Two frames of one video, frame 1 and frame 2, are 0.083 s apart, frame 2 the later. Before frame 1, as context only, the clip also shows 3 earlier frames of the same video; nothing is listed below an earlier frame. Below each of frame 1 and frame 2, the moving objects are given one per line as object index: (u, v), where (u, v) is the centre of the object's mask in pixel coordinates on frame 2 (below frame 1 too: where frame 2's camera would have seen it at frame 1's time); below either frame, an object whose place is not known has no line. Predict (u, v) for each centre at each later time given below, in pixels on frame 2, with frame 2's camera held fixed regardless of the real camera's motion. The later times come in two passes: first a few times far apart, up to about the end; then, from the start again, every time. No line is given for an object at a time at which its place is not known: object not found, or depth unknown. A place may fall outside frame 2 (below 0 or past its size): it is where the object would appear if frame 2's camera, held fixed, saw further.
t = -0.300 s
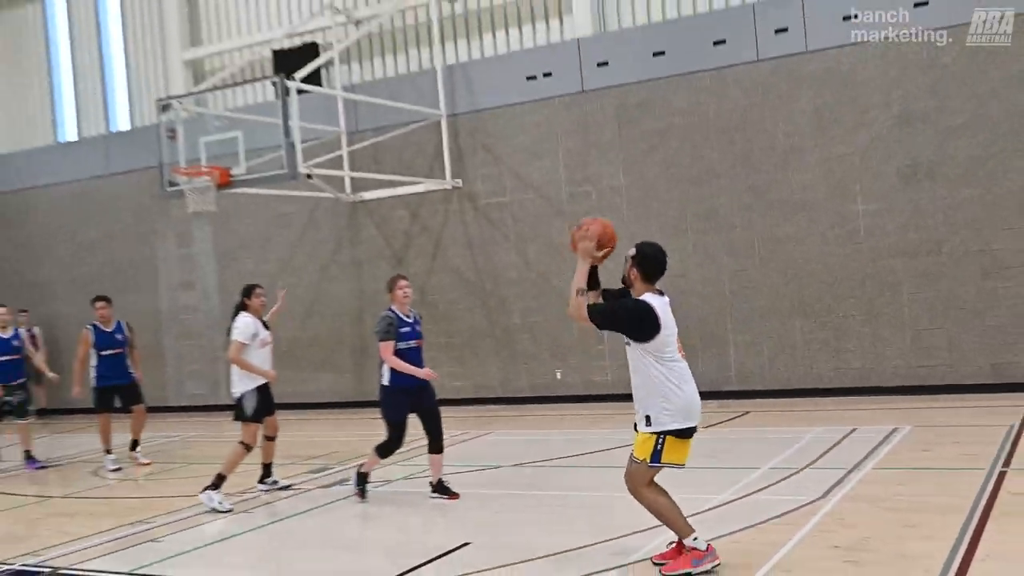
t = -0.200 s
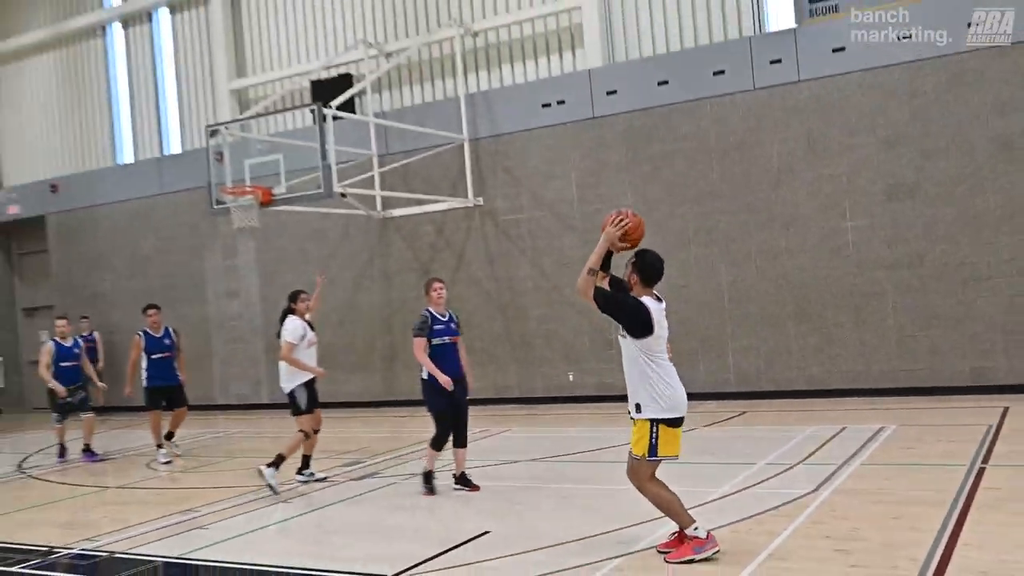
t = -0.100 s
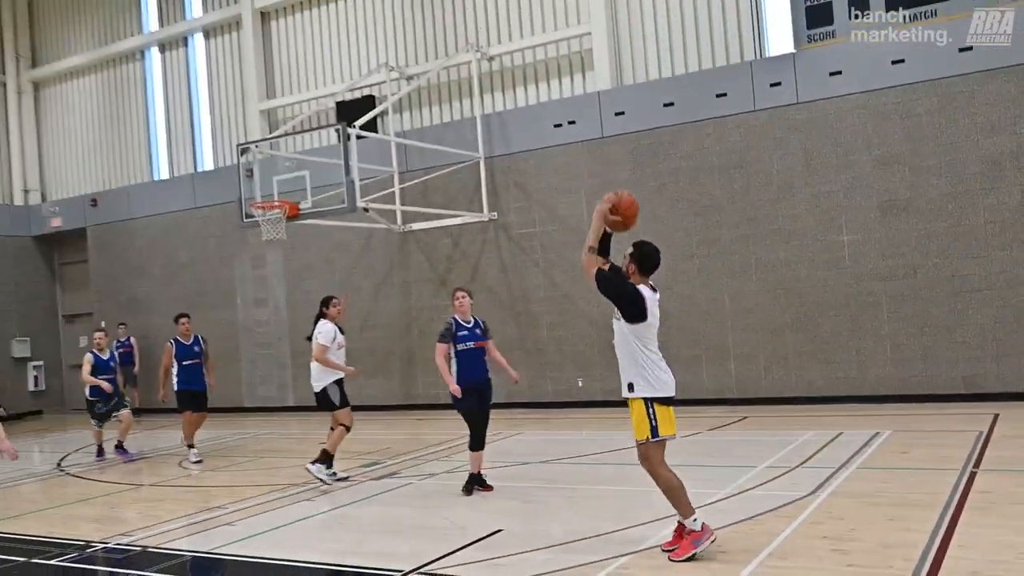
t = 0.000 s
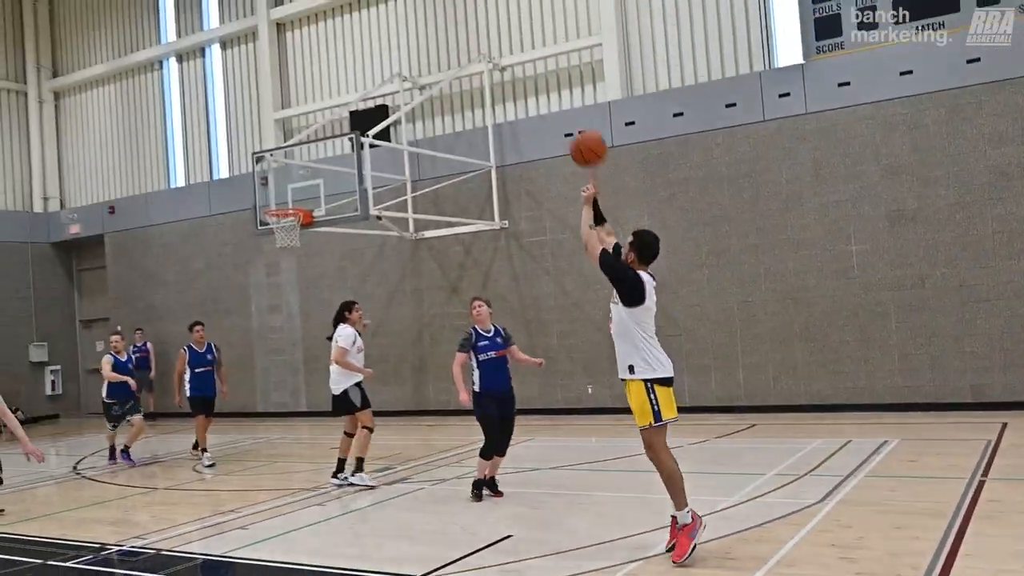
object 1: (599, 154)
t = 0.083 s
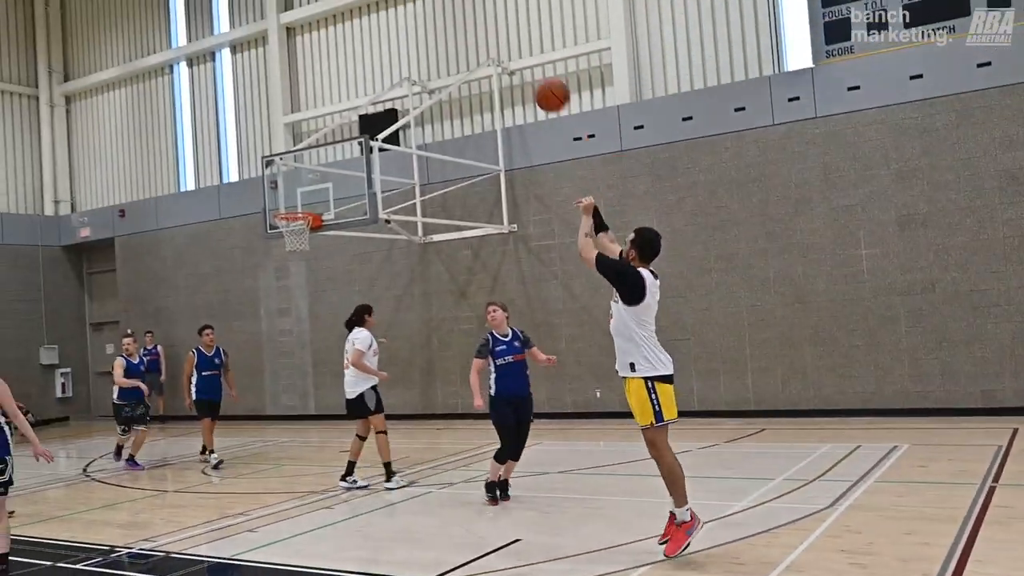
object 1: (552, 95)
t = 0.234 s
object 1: (486, 31)
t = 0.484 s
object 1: (407, 4)
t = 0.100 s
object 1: (544, 86)
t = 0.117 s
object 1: (536, 77)
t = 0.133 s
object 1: (529, 69)
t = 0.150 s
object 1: (521, 62)
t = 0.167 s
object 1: (513, 55)
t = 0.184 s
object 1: (506, 48)
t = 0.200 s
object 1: (499, 42)
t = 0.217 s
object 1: (493, 36)
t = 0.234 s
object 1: (486, 31)
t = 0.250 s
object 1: (480, 27)
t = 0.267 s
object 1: (474, 23)
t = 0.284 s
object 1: (468, 19)
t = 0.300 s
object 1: (462, 15)
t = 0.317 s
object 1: (457, 13)
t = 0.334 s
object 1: (451, 10)
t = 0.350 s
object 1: (446, 8)
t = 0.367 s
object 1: (441, 6)
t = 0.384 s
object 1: (435, 6)
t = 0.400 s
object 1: (431, 5)
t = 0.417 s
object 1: (425, 4)
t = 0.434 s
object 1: (421, 3)
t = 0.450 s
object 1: (416, 3)
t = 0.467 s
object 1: (412, 3)
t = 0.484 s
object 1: (407, 4)
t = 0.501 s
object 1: (404, 4)
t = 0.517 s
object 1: (399, 4)
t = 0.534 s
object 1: (396, 5)
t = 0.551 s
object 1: (391, 7)
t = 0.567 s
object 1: (388, 9)
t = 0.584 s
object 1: (384, 11)
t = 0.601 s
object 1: (380, 13)
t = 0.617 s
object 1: (377, 16)
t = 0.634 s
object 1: (373, 18)
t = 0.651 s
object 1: (370, 21)
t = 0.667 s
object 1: (367, 24)
